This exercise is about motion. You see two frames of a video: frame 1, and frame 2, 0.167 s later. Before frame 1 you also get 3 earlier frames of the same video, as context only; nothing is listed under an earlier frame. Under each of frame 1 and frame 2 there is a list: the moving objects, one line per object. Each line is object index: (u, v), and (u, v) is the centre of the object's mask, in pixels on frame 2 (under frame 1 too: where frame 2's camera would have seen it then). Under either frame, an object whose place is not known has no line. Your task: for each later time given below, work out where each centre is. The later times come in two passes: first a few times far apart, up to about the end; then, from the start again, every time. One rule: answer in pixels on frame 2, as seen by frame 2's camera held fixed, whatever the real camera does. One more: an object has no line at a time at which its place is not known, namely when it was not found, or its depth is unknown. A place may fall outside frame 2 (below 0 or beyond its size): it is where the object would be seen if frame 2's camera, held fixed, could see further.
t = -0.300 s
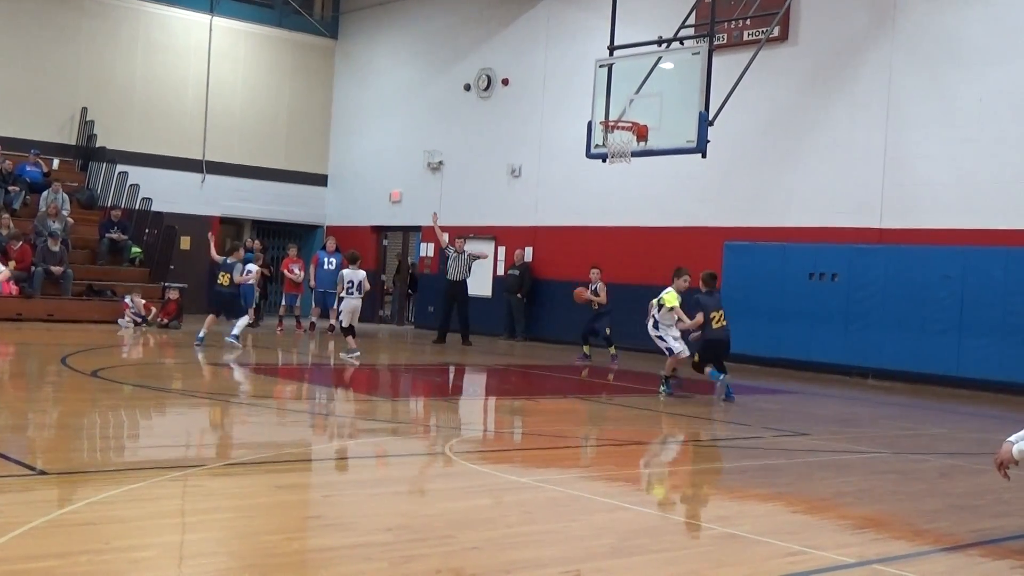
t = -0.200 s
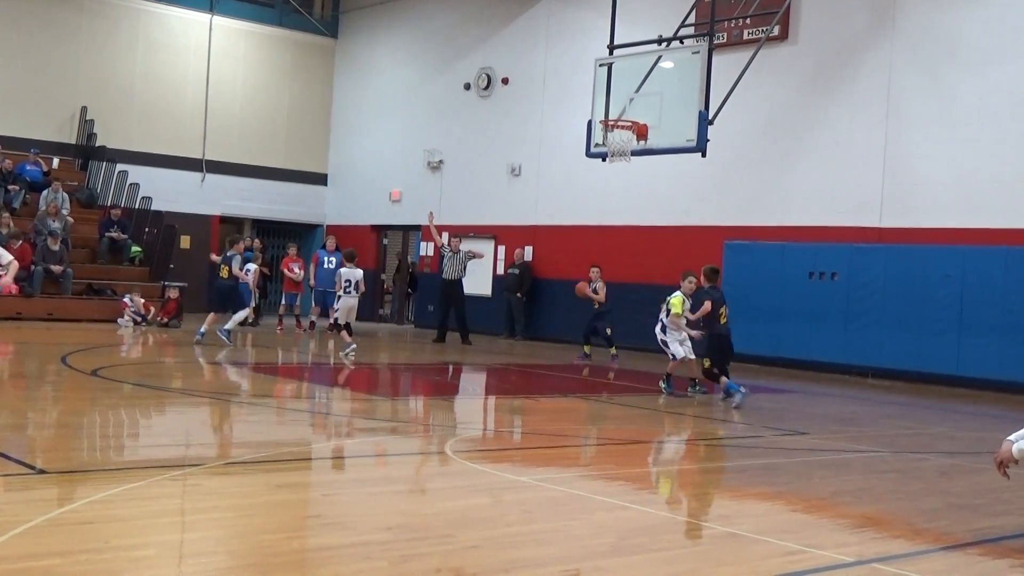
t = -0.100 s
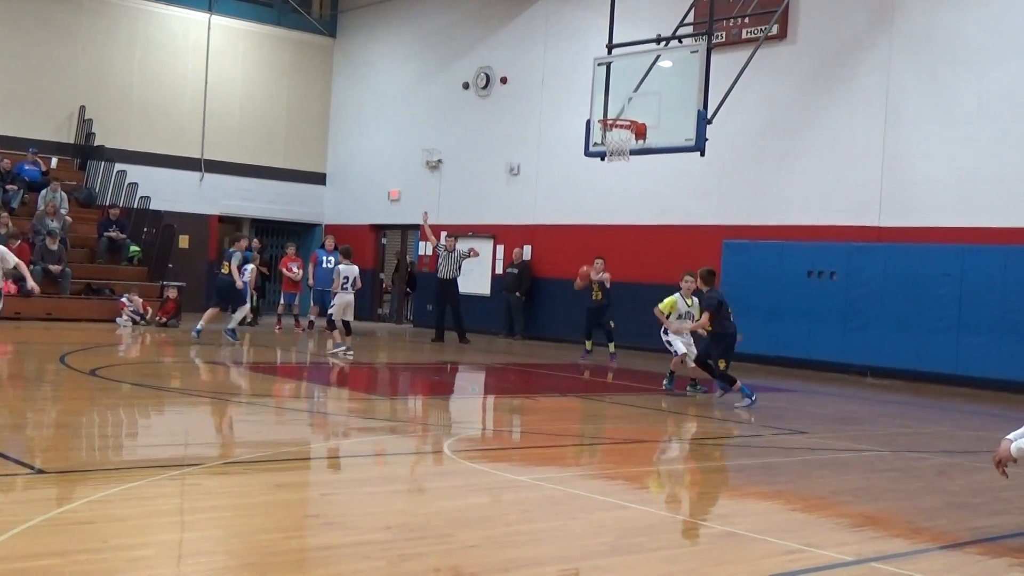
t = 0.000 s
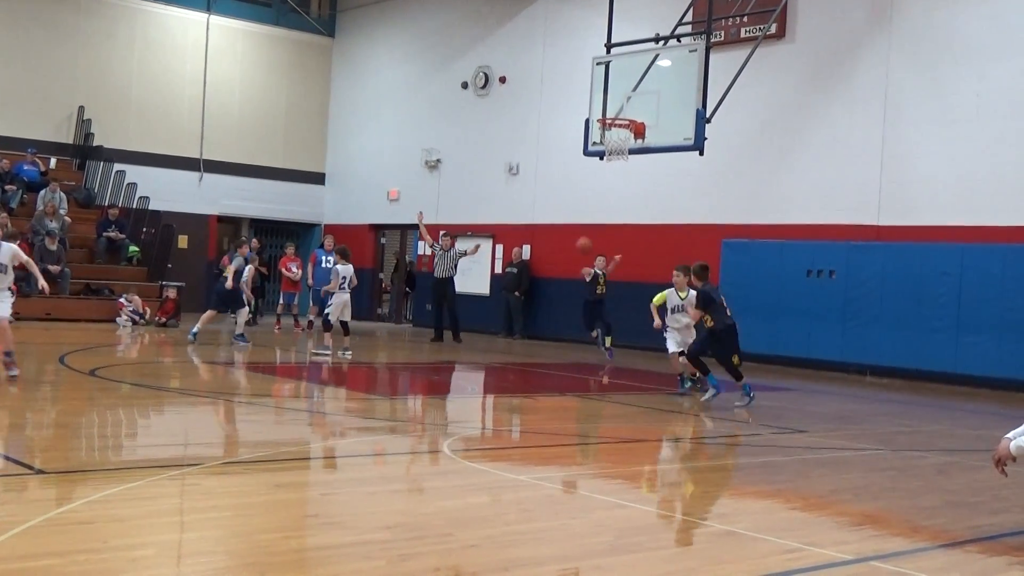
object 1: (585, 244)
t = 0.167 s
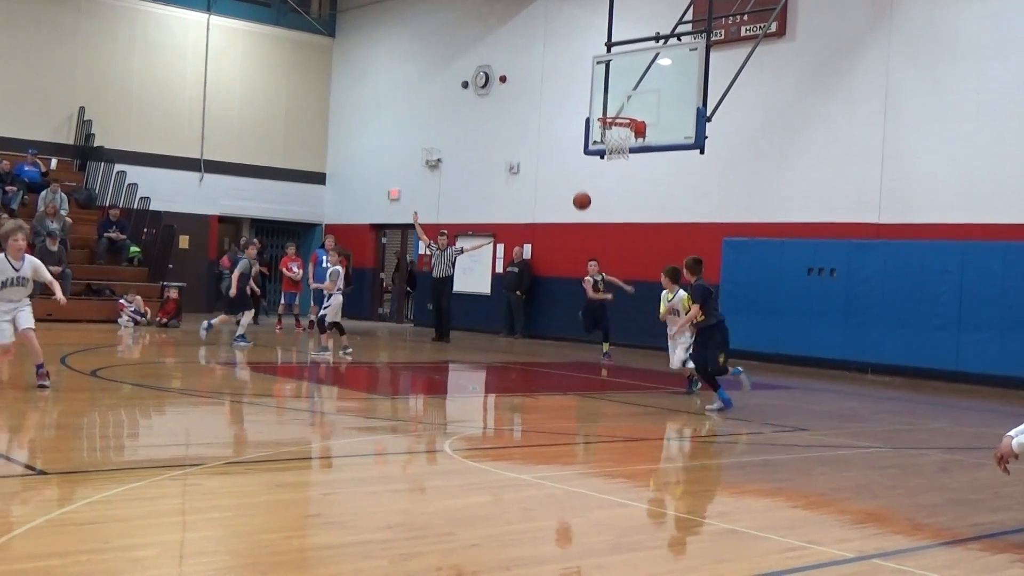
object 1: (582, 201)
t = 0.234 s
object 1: (580, 187)
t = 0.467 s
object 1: (573, 163)
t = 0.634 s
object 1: (565, 174)
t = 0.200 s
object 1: (581, 194)
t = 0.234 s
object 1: (580, 187)
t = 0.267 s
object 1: (579, 182)
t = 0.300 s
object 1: (579, 176)
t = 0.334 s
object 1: (578, 172)
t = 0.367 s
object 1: (577, 168)
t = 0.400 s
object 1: (575, 166)
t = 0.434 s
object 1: (574, 164)
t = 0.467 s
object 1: (573, 163)
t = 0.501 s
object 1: (571, 162)
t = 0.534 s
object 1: (570, 163)
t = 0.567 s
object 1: (568, 166)
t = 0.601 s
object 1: (567, 169)
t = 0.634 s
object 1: (565, 174)
